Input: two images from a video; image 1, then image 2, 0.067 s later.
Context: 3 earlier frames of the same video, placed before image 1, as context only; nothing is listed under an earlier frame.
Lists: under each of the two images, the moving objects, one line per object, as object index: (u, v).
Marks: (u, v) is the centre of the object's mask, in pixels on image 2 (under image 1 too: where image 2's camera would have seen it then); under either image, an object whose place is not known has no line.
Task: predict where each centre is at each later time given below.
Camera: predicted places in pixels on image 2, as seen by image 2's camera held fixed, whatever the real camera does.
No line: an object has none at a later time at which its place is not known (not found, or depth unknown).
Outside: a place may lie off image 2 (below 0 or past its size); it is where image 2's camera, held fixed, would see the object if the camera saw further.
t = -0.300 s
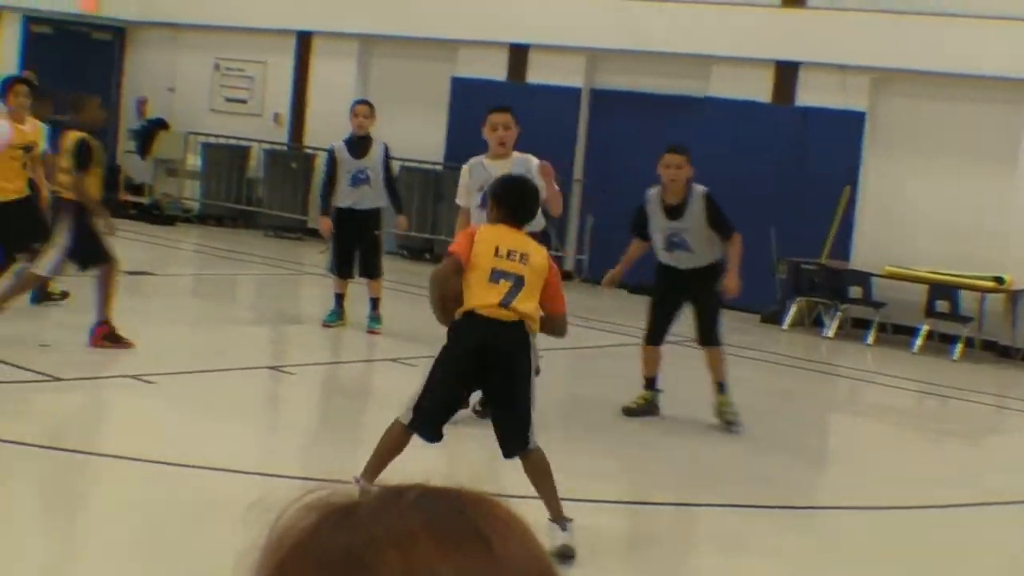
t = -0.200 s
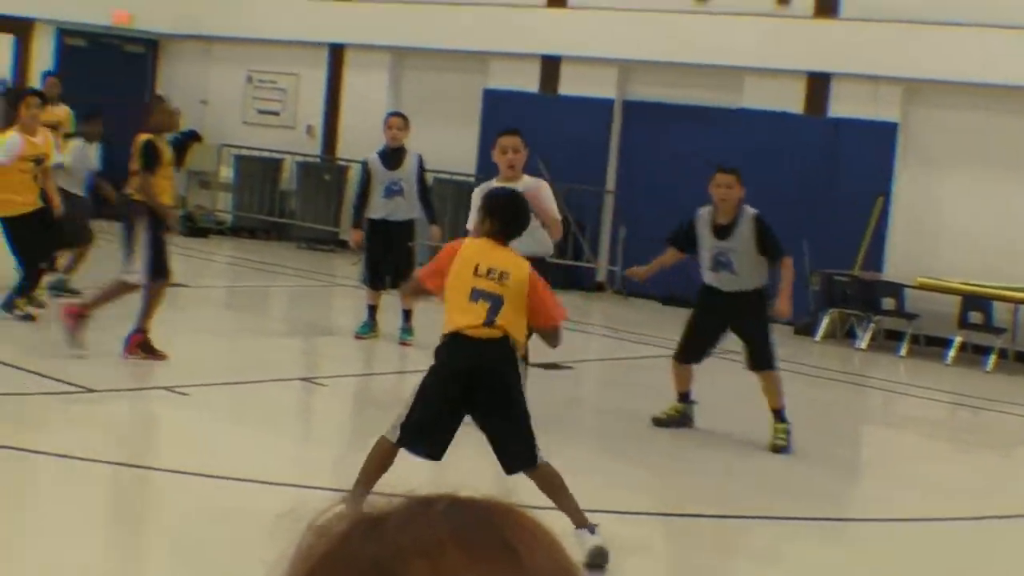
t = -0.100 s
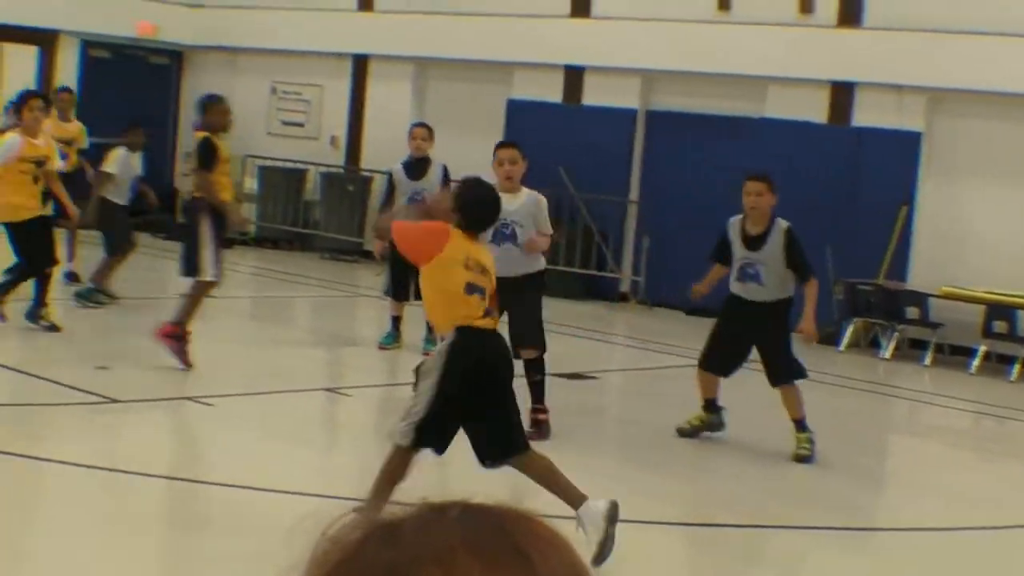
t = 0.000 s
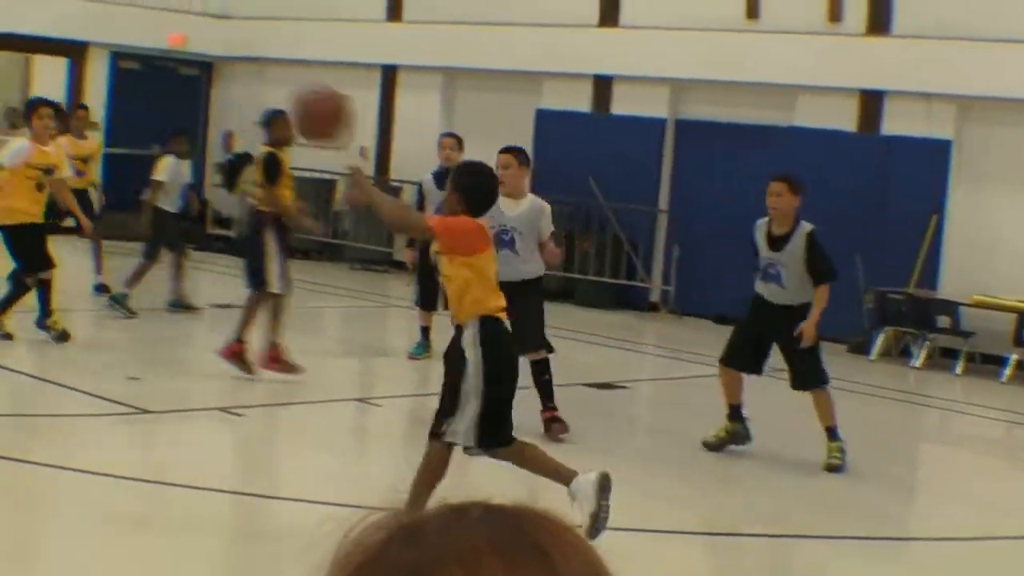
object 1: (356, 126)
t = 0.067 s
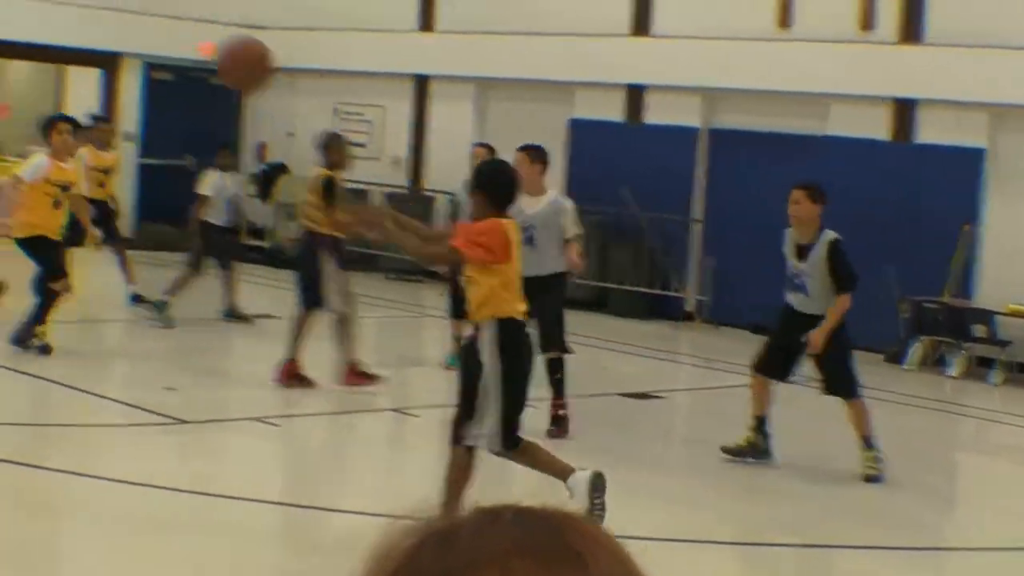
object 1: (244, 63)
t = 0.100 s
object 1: (190, 37)
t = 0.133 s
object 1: (137, 16)
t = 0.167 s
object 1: (87, -1)
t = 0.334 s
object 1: (-92, -45)
